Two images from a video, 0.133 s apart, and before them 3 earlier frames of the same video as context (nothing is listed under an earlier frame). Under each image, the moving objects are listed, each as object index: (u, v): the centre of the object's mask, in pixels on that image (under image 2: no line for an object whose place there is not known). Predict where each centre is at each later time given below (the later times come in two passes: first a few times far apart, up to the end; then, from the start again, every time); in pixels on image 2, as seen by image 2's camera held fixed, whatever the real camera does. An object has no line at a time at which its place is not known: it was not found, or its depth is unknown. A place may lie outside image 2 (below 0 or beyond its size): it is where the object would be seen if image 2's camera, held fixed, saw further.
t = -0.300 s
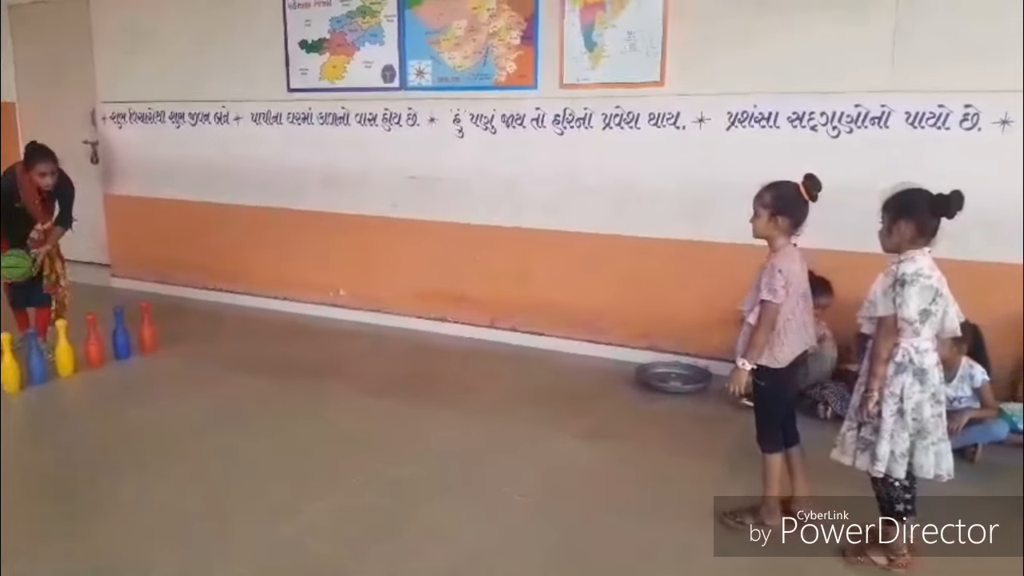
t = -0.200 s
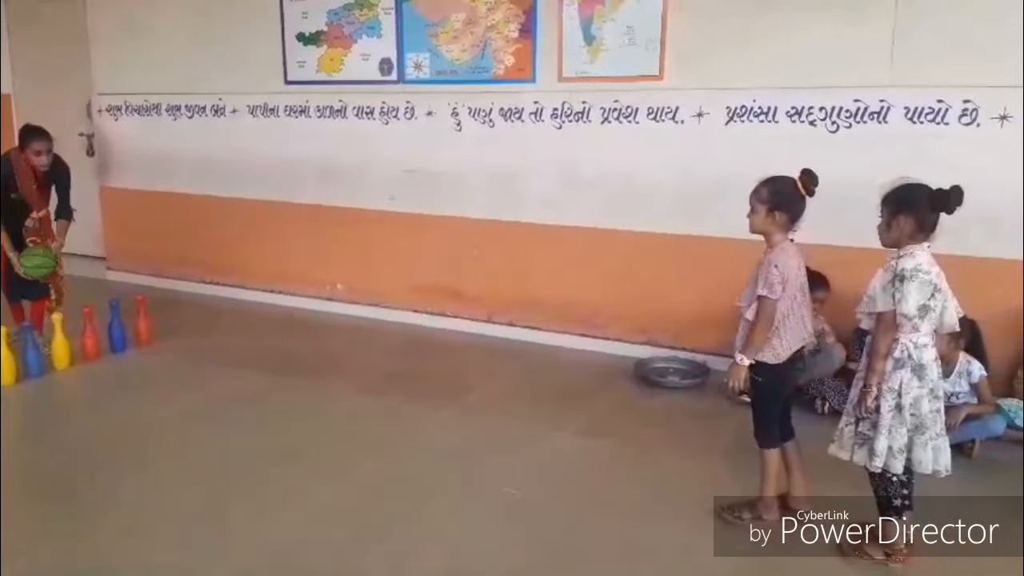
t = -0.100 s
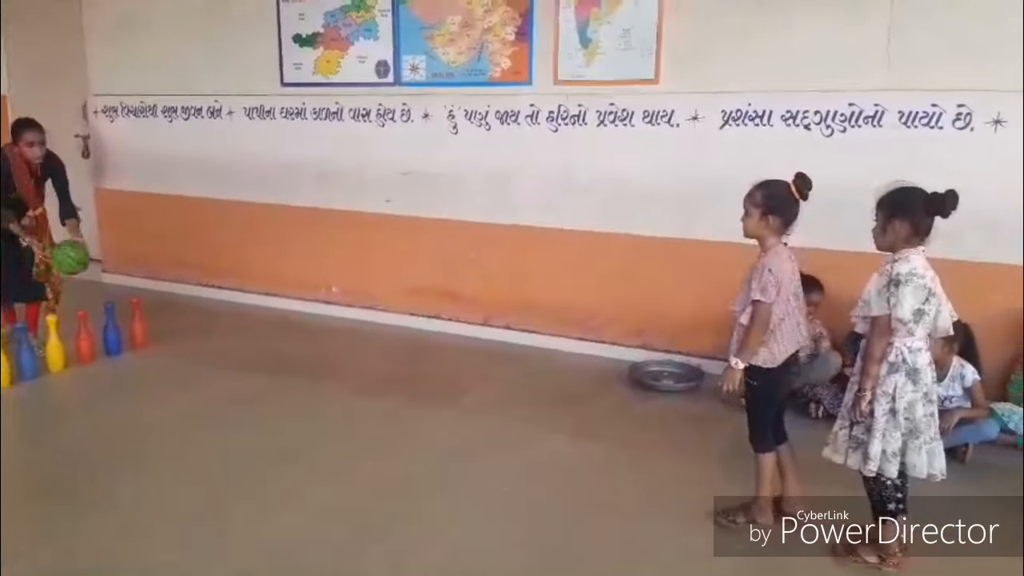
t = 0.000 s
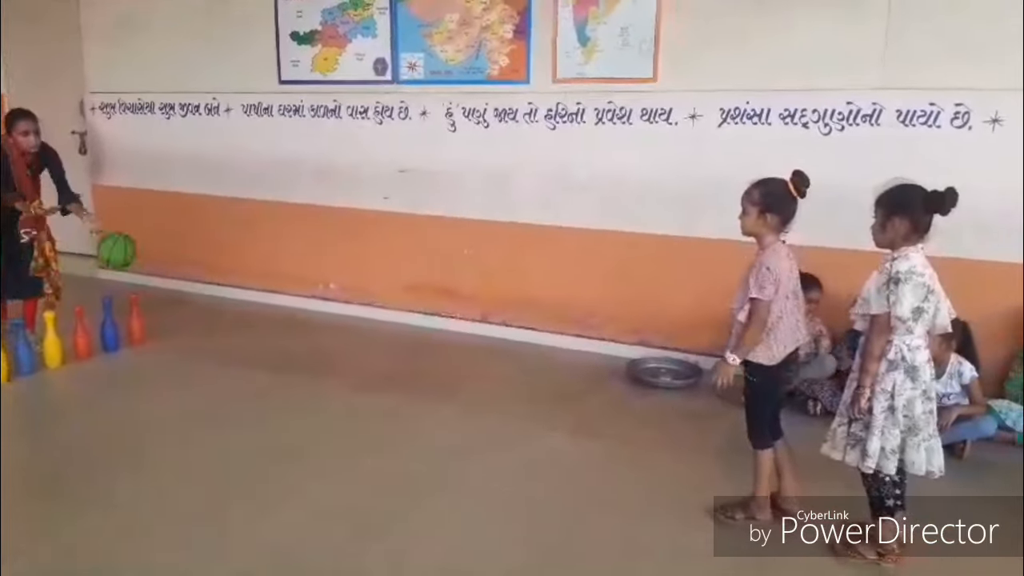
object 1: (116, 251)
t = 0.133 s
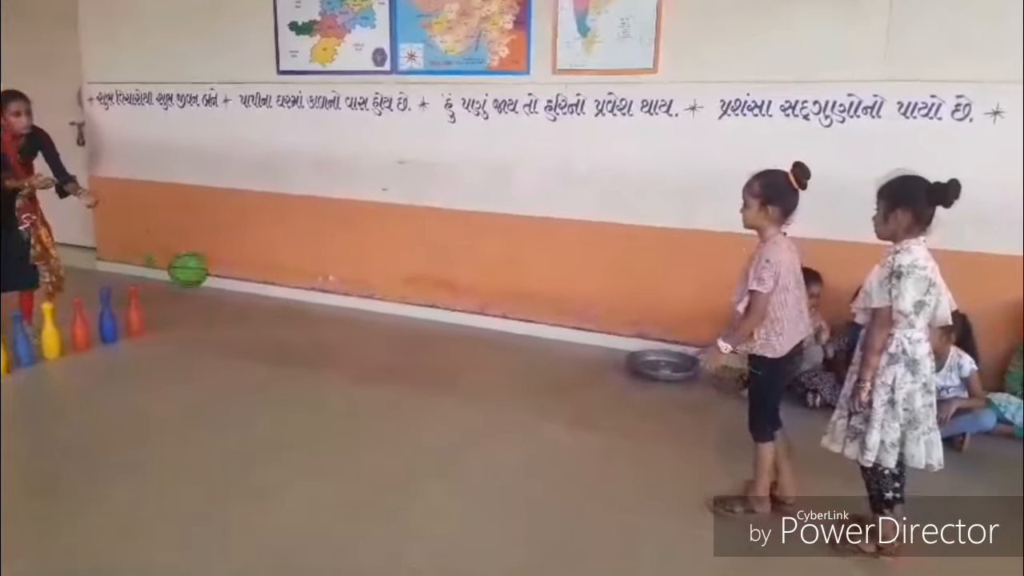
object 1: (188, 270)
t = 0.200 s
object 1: (228, 297)
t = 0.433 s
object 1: (349, 361)
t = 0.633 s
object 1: (425, 359)
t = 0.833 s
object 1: (506, 393)
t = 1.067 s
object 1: (605, 414)
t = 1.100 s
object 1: (618, 412)
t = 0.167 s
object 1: (208, 283)
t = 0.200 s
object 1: (228, 297)
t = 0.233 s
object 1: (248, 317)
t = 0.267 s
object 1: (268, 335)
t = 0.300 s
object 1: (290, 361)
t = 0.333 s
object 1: (310, 389)
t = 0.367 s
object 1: (322, 379)
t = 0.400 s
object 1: (334, 369)
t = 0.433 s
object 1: (349, 361)
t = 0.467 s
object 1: (363, 355)
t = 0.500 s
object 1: (373, 352)
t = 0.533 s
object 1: (386, 350)
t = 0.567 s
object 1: (400, 352)
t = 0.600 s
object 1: (412, 354)
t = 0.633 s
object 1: (425, 359)
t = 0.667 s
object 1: (441, 368)
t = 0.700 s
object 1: (455, 380)
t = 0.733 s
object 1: (466, 392)
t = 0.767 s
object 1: (479, 404)
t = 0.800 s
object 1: (494, 398)
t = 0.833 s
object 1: (506, 393)
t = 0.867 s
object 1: (520, 392)
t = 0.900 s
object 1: (533, 393)
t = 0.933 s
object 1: (549, 396)
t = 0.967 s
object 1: (562, 403)
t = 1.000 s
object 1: (577, 410)
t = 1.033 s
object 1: (590, 417)
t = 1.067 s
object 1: (605, 414)
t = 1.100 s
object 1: (618, 412)
